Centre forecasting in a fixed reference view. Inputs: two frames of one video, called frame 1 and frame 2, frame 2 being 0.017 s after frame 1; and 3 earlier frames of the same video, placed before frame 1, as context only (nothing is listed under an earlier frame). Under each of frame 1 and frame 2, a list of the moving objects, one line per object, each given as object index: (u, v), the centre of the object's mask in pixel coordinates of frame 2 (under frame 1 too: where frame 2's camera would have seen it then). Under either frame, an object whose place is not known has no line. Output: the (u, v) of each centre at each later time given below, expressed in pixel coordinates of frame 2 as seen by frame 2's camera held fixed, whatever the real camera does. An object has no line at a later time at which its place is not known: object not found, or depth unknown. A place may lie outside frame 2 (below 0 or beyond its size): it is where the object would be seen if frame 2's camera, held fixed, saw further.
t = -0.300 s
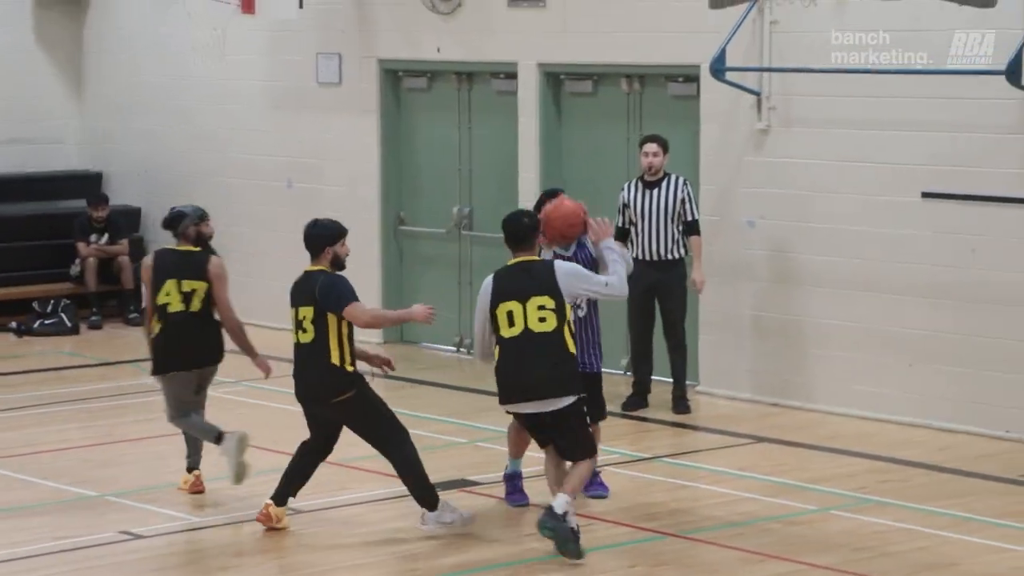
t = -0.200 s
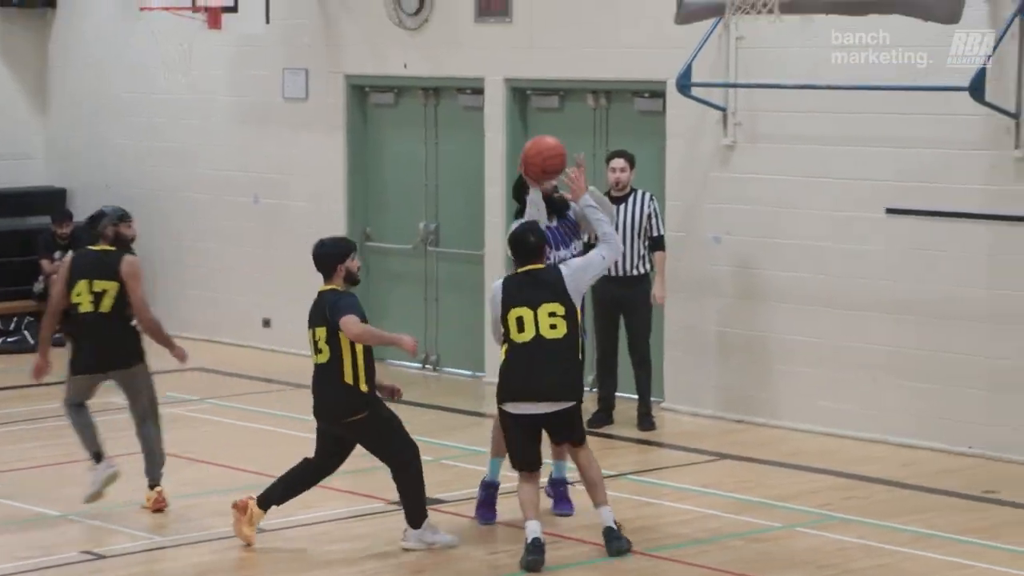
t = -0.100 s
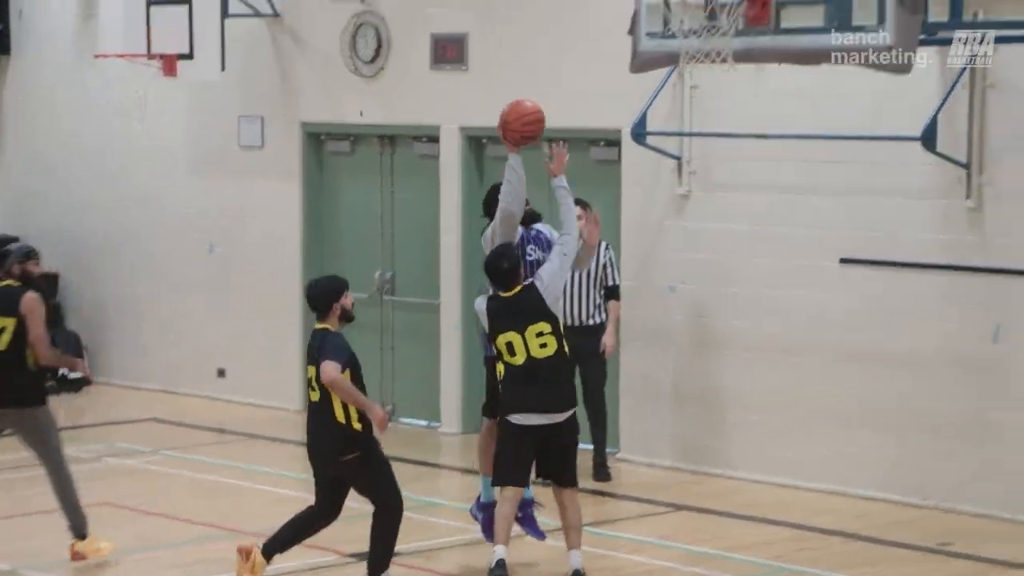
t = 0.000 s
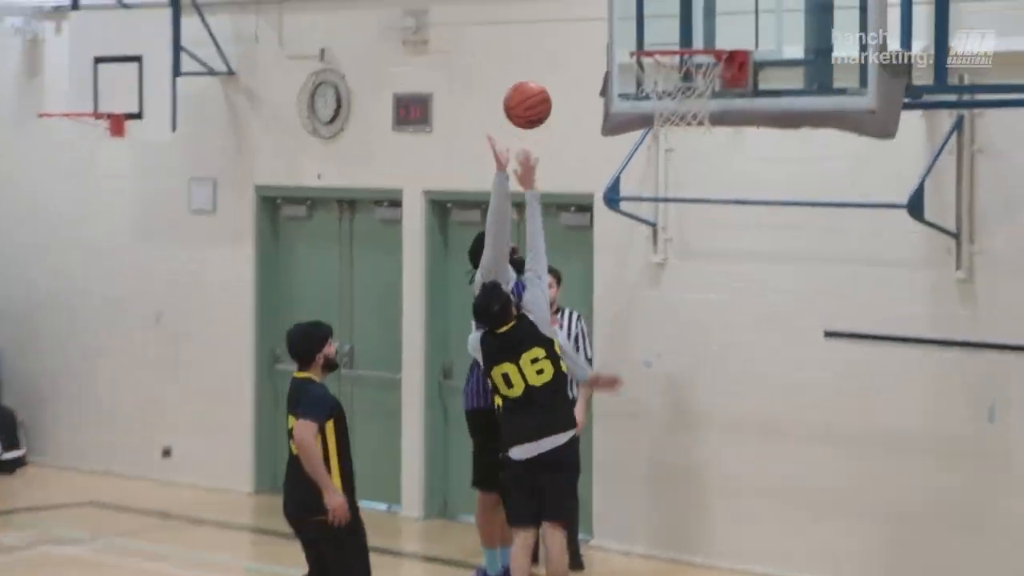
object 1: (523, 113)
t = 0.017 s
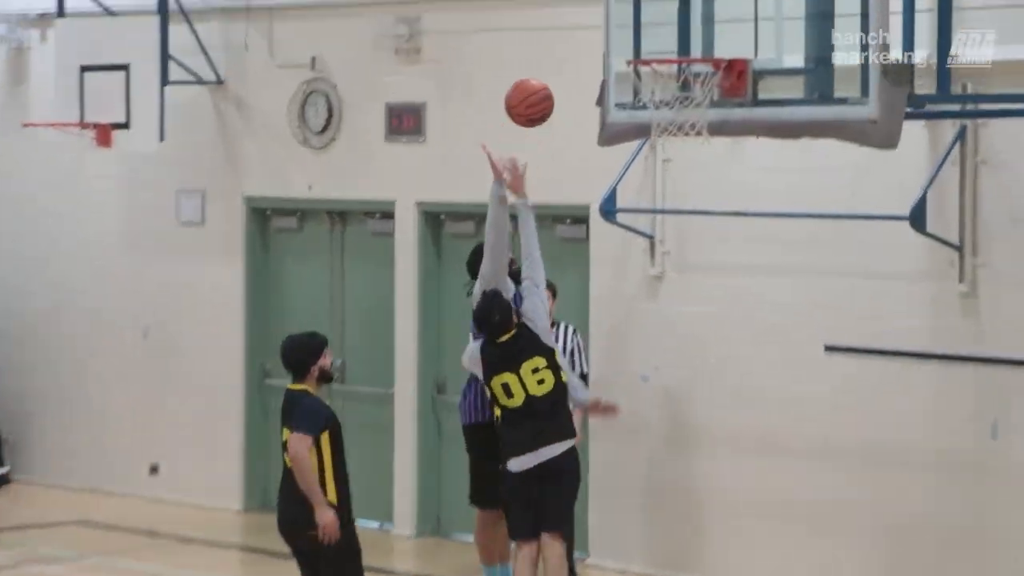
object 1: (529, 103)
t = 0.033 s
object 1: (536, 92)
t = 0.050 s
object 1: (542, 82)
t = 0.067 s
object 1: (549, 72)
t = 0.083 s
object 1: (556, 61)
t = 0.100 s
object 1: (563, 52)
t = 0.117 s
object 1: (570, 43)
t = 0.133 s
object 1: (577, 36)
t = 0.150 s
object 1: (584, 28)
